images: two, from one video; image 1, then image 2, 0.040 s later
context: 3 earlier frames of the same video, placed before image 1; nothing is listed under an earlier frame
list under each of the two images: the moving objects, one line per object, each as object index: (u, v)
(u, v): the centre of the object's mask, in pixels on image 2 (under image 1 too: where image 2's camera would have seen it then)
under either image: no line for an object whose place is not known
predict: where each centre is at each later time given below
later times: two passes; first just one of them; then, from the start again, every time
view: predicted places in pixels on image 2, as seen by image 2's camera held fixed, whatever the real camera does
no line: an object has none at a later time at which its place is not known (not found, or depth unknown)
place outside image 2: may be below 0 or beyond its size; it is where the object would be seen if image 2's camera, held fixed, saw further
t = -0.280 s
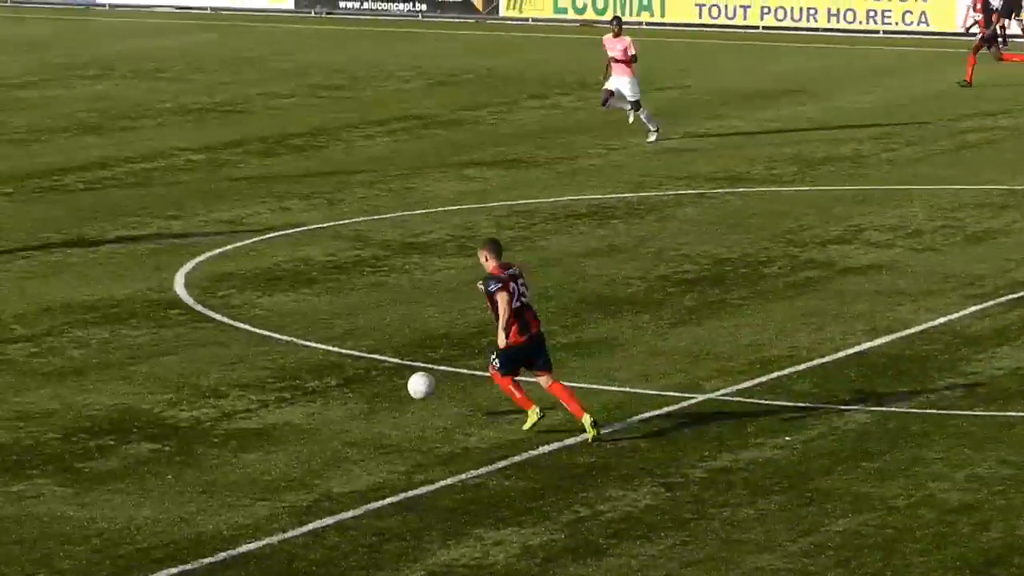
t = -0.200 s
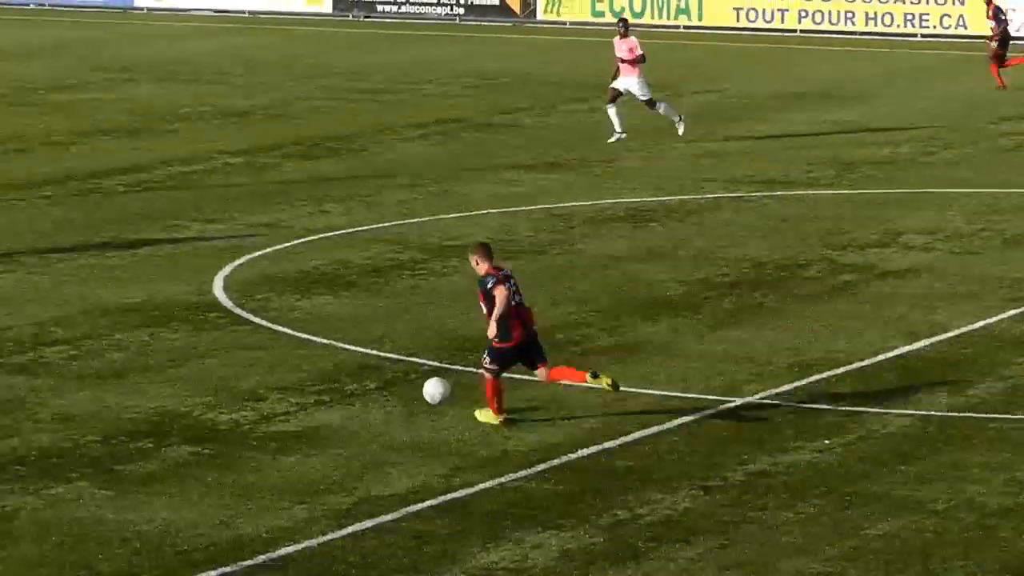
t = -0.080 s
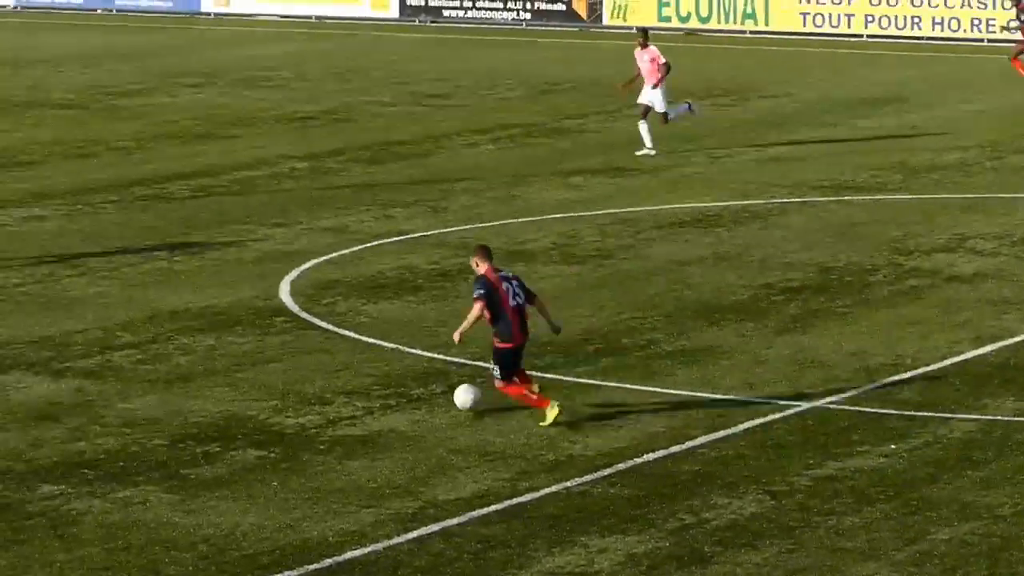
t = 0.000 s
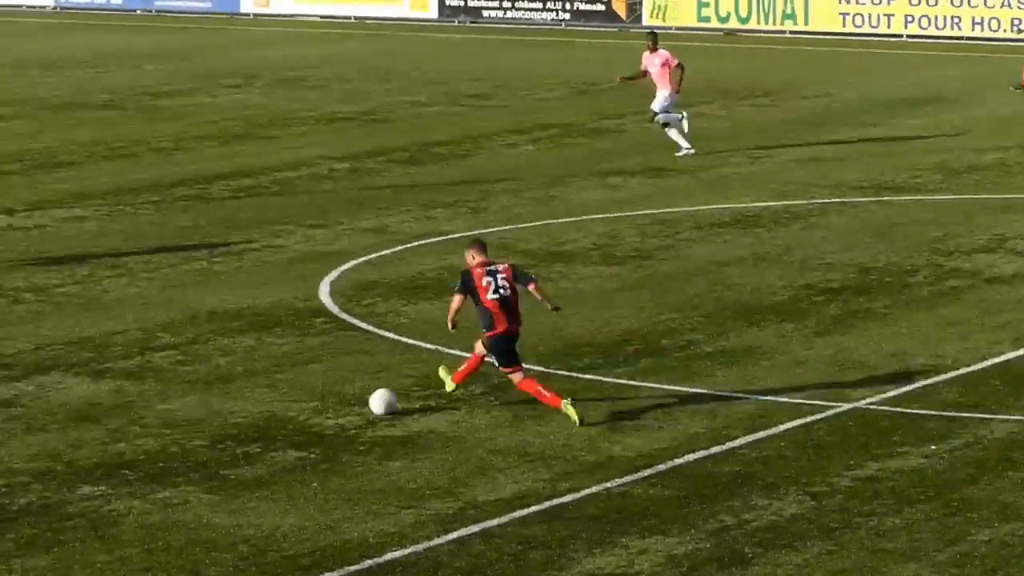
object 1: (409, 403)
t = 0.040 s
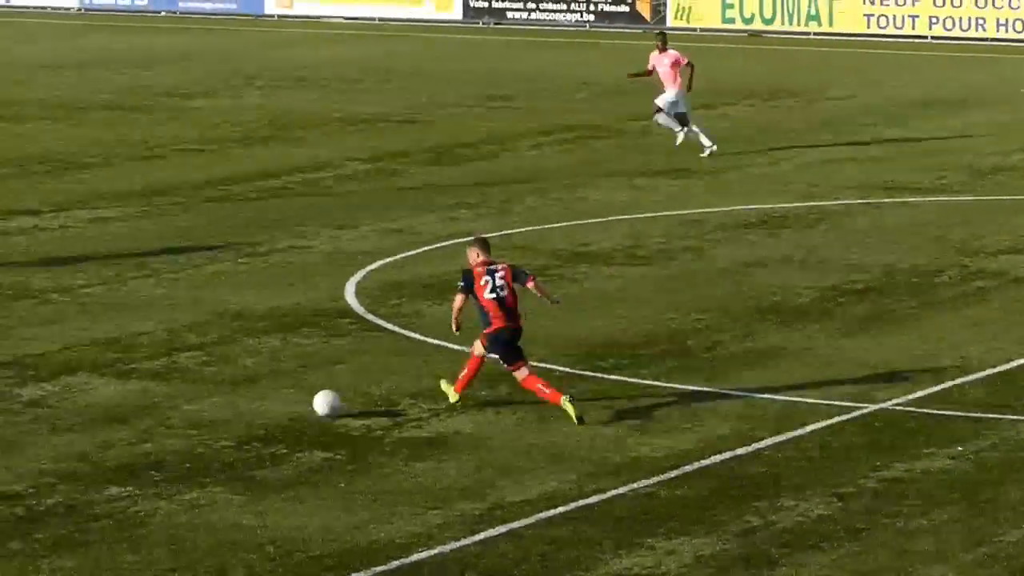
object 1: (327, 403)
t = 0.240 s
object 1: (-61, 413)
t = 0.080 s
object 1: (248, 402)
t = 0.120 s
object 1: (168, 403)
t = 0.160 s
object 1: (89, 408)
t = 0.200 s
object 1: (12, 415)
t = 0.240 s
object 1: (-61, 413)
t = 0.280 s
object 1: (-135, 411)
